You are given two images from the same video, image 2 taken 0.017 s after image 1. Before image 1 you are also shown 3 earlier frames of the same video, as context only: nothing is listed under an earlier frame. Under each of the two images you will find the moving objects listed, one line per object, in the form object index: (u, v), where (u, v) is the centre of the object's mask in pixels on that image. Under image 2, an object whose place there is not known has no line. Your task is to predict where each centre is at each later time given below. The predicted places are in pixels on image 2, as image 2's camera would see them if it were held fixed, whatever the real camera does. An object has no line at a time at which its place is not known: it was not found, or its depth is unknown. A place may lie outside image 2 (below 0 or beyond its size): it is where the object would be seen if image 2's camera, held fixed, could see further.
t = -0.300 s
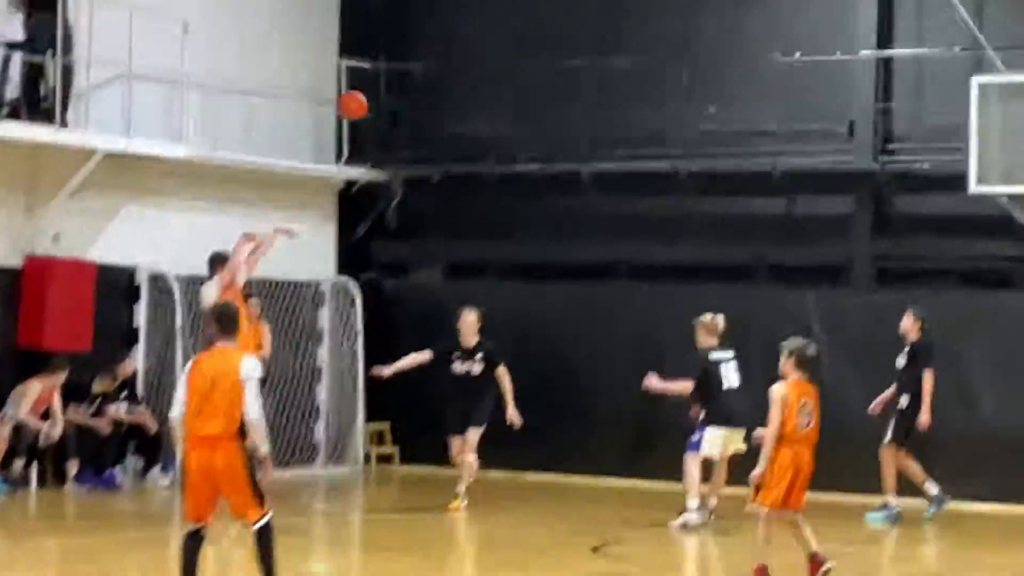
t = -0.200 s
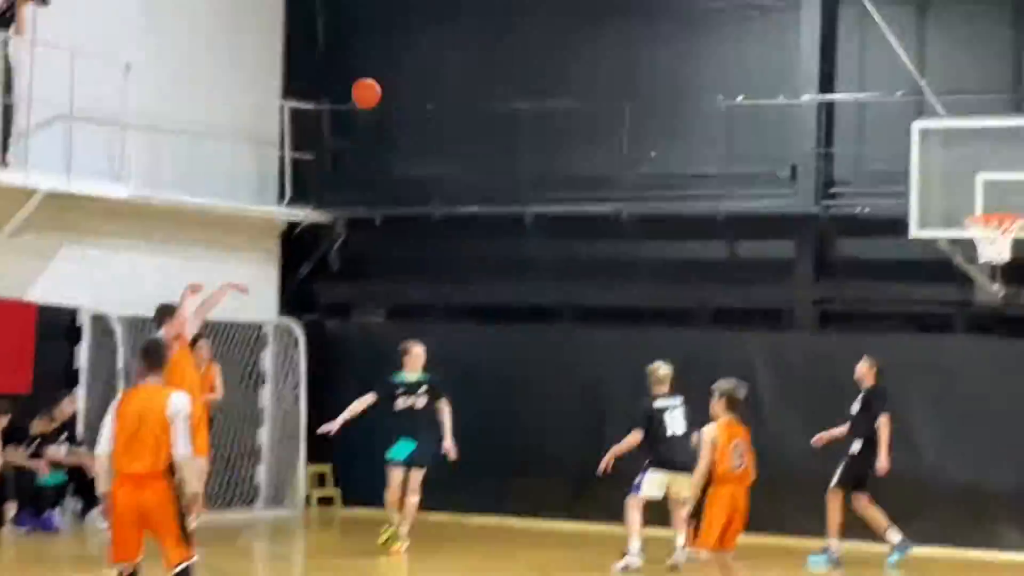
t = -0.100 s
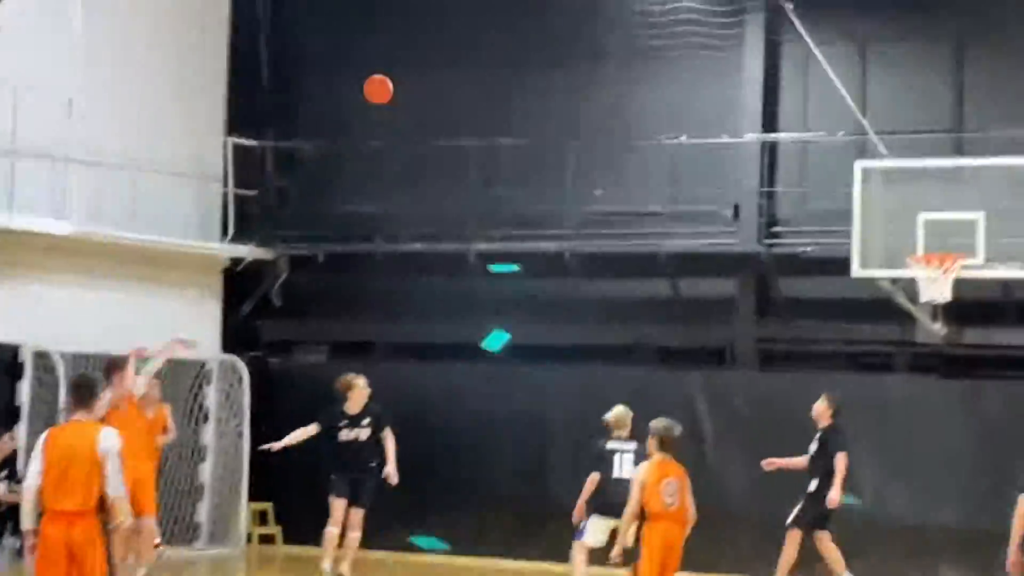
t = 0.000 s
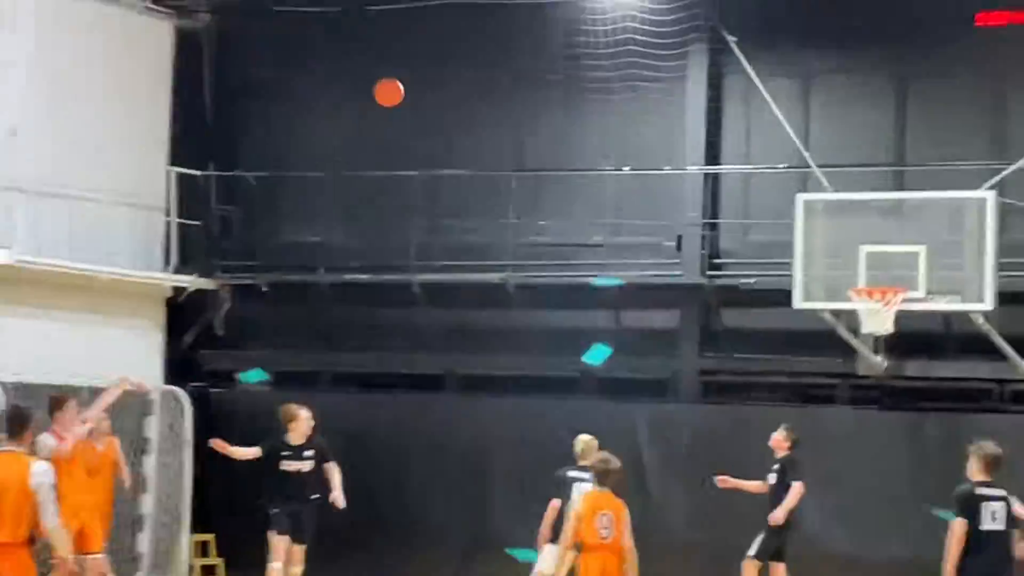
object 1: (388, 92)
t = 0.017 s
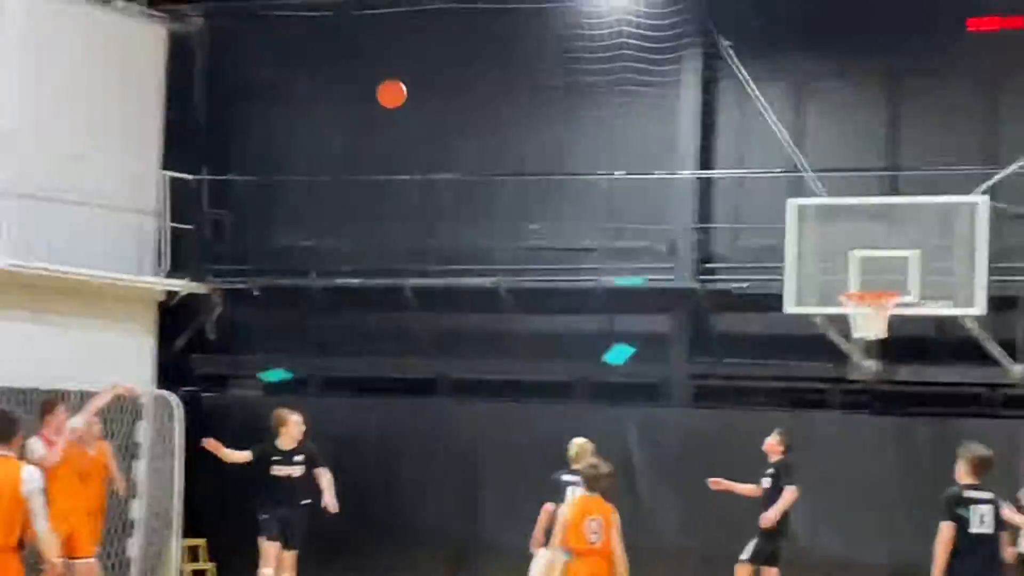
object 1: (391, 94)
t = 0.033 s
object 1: (401, 90)
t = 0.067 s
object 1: (423, 85)
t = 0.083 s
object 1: (433, 83)
